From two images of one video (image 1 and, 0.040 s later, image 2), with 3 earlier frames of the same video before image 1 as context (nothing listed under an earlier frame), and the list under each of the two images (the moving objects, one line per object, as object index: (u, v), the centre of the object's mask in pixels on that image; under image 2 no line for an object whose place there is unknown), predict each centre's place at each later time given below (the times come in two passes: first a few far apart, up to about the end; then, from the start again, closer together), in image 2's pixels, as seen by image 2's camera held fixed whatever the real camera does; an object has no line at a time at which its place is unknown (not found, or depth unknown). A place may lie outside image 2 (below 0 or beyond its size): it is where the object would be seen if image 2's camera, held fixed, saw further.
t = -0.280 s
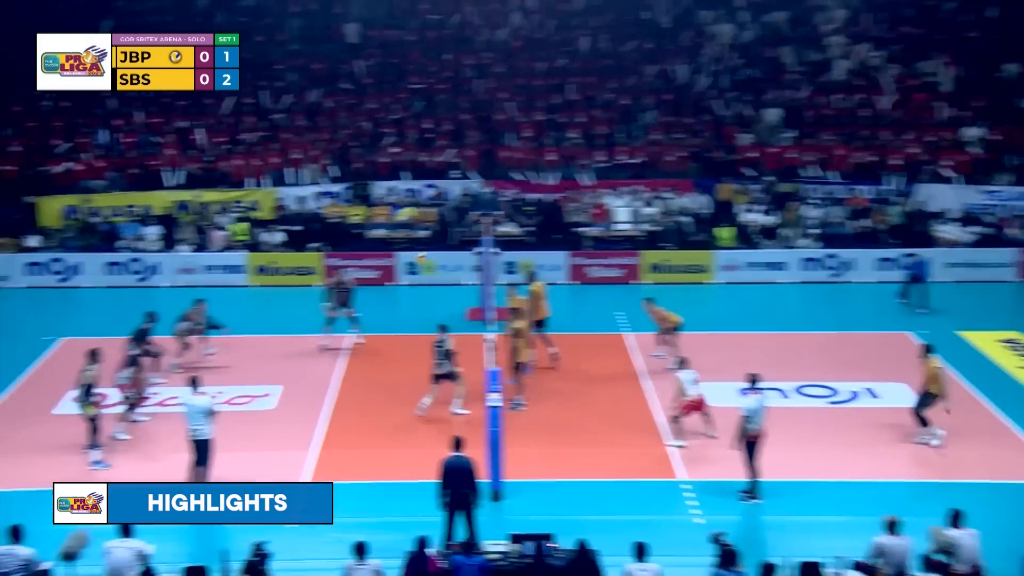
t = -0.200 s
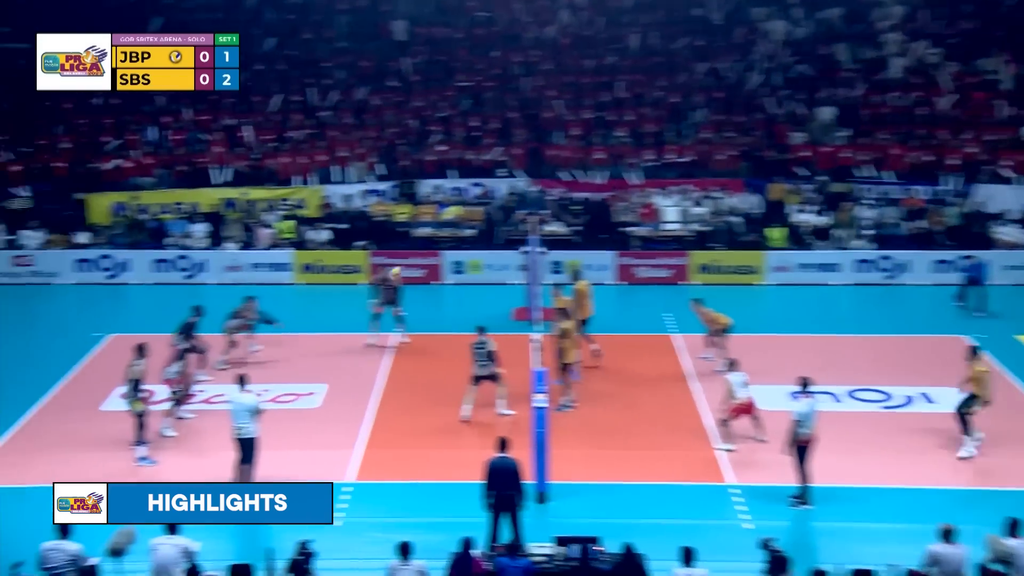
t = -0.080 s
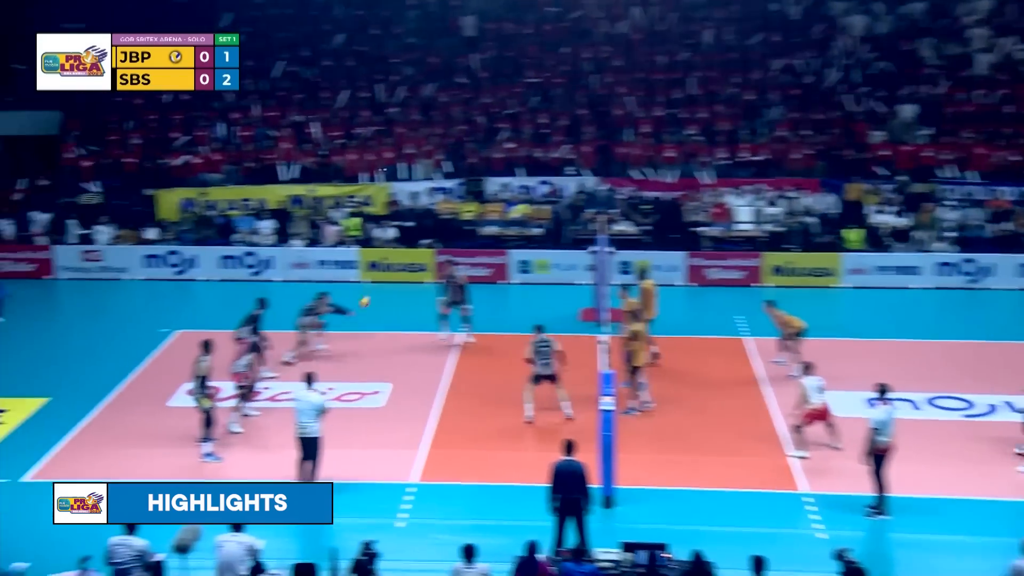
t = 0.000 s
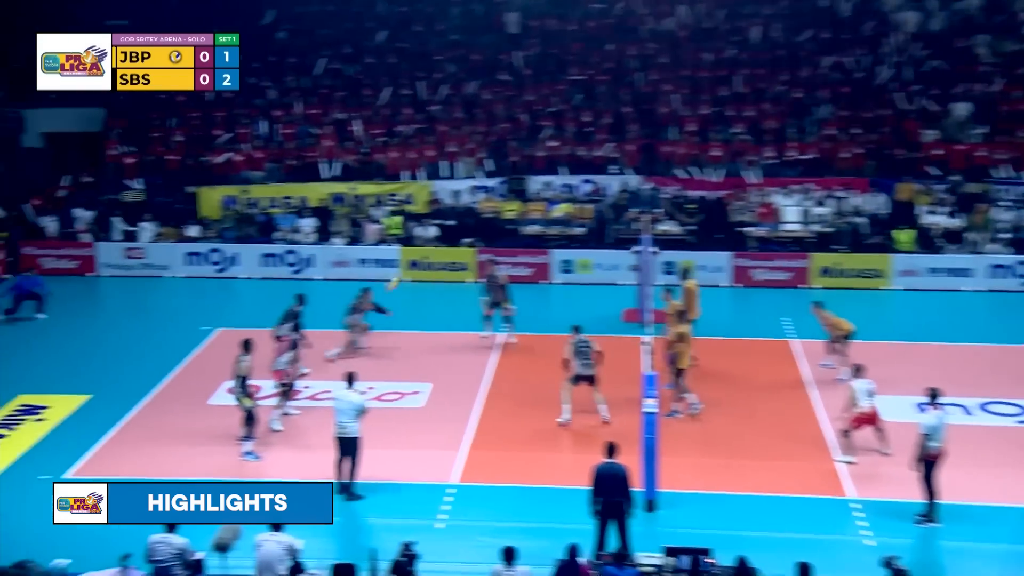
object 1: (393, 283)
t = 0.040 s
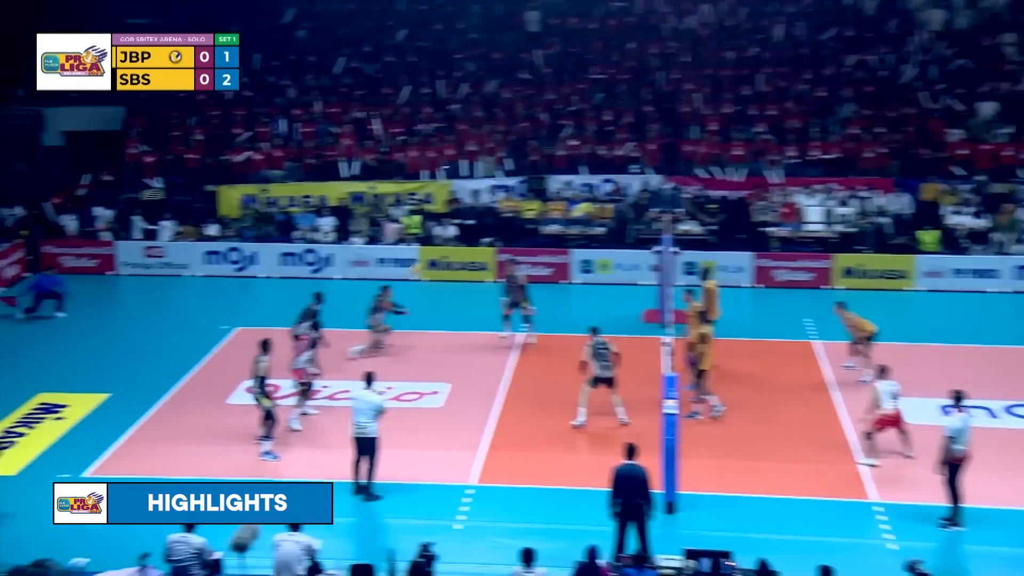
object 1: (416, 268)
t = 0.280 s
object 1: (426, 197)
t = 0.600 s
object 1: (447, 138)
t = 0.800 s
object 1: (457, 125)
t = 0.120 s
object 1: (419, 241)
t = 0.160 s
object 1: (423, 229)
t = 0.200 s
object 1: (424, 218)
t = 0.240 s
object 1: (424, 205)
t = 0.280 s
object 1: (426, 197)
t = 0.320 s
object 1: (430, 186)
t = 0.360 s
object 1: (433, 177)
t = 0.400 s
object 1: (435, 169)
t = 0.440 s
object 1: (438, 162)
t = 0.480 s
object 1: (441, 154)
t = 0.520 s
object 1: (443, 148)
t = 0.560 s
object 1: (445, 142)
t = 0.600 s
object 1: (447, 138)
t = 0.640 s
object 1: (449, 134)
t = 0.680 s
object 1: (451, 131)
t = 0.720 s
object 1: (453, 128)
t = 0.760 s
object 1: (455, 126)
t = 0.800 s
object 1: (457, 125)
